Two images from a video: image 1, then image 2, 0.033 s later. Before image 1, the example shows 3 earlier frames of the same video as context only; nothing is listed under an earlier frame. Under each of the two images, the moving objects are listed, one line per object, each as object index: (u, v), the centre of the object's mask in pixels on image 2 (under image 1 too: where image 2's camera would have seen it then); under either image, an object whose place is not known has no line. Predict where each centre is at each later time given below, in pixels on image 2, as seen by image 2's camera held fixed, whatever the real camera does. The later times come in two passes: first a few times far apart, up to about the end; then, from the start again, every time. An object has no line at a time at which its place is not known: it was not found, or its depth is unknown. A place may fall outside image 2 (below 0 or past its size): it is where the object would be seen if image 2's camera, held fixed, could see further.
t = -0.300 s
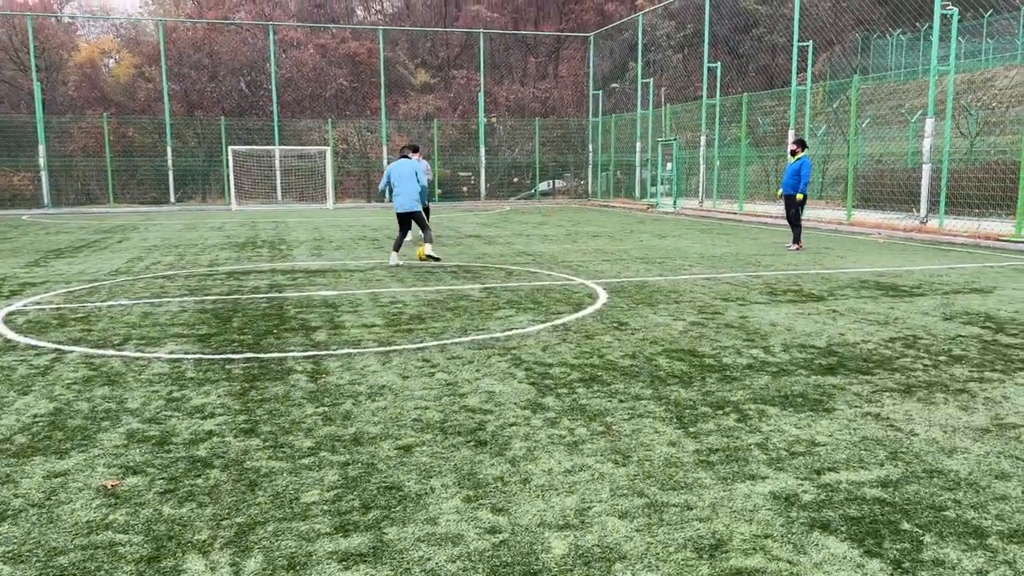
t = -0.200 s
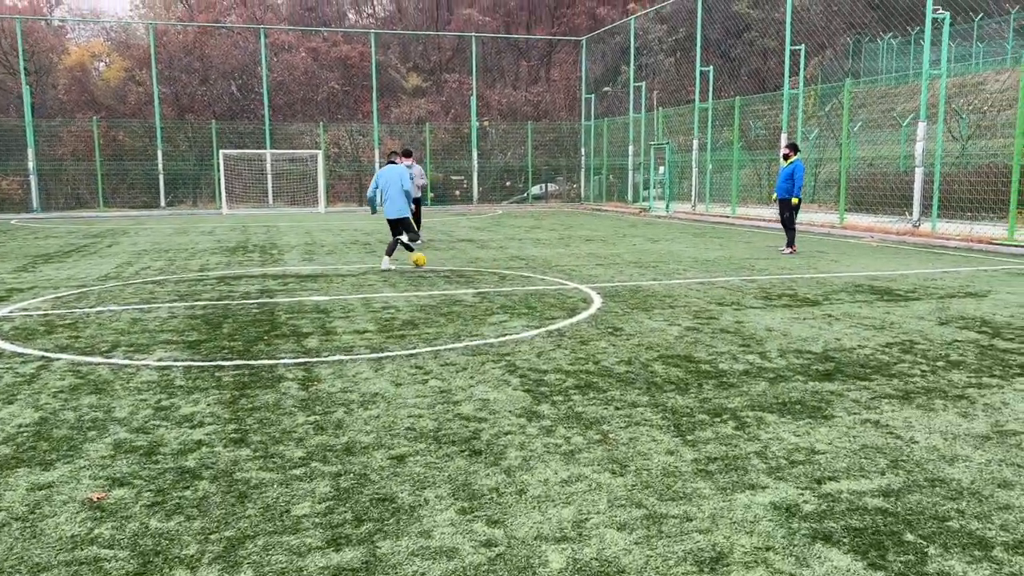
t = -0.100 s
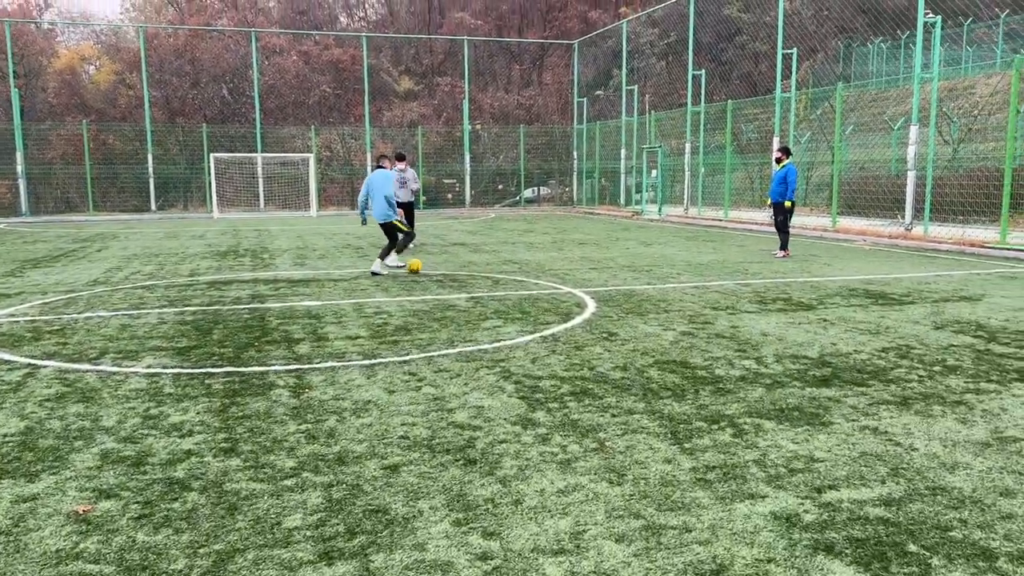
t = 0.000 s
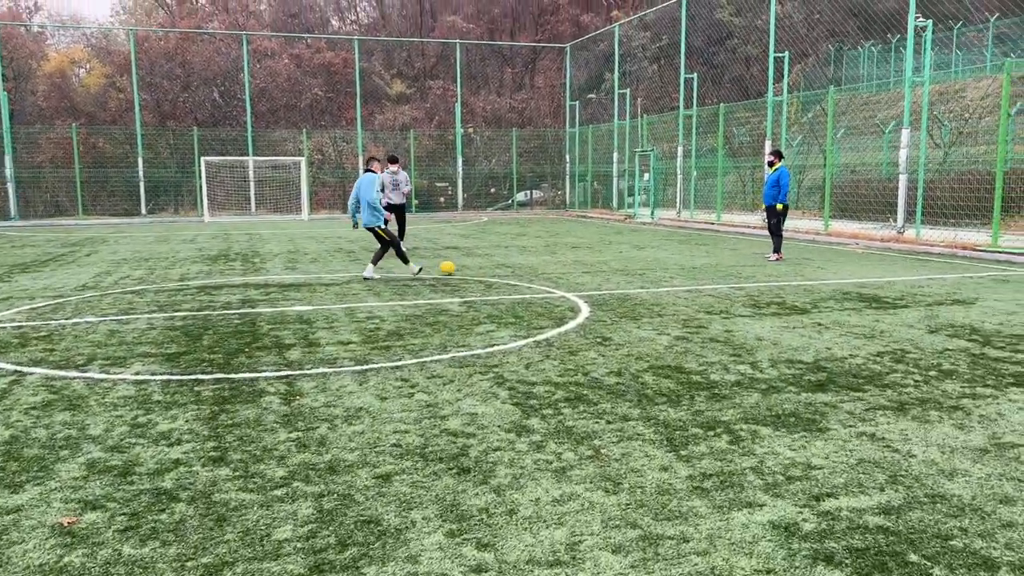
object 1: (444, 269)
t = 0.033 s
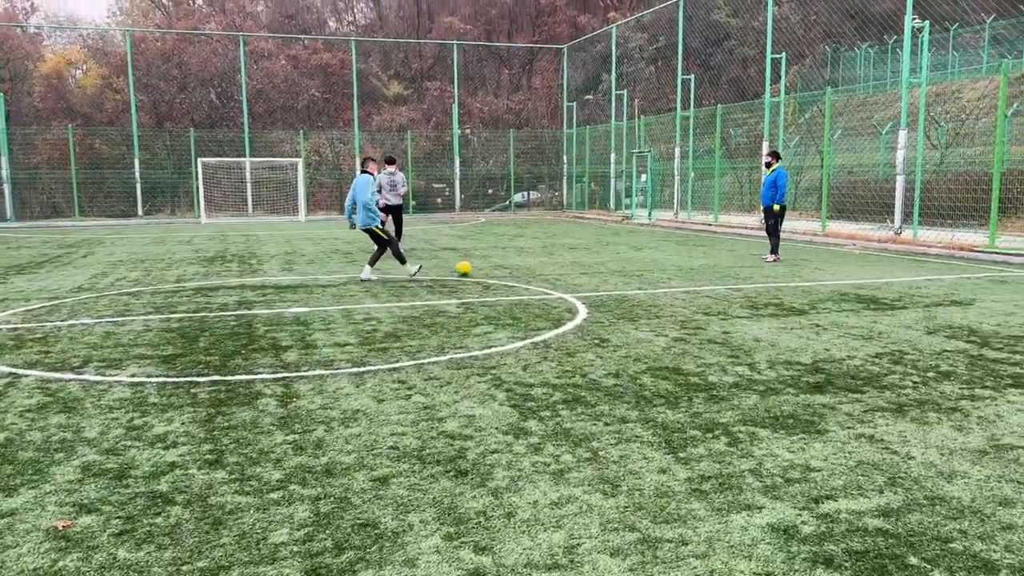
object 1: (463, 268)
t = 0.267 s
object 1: (579, 263)
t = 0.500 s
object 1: (670, 259)
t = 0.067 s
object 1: (482, 268)
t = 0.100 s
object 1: (499, 267)
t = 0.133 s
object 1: (516, 266)
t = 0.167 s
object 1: (533, 265)
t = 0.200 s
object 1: (549, 265)
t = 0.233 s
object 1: (565, 264)
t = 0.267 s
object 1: (579, 263)
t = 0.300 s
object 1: (593, 262)
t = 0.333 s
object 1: (607, 261)
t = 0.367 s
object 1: (621, 260)
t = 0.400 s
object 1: (633, 261)
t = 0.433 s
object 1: (647, 260)
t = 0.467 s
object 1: (659, 260)
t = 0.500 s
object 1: (670, 259)
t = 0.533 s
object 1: (681, 258)
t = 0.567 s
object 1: (692, 258)
